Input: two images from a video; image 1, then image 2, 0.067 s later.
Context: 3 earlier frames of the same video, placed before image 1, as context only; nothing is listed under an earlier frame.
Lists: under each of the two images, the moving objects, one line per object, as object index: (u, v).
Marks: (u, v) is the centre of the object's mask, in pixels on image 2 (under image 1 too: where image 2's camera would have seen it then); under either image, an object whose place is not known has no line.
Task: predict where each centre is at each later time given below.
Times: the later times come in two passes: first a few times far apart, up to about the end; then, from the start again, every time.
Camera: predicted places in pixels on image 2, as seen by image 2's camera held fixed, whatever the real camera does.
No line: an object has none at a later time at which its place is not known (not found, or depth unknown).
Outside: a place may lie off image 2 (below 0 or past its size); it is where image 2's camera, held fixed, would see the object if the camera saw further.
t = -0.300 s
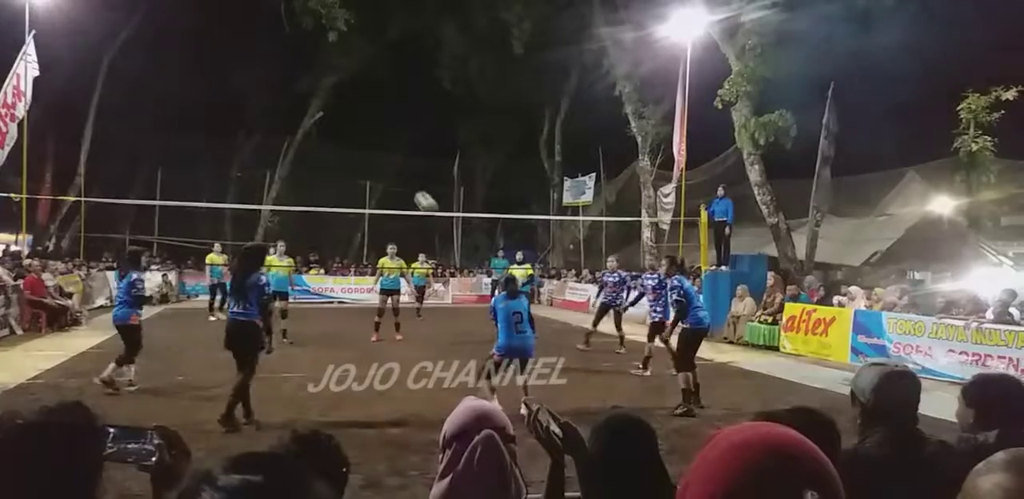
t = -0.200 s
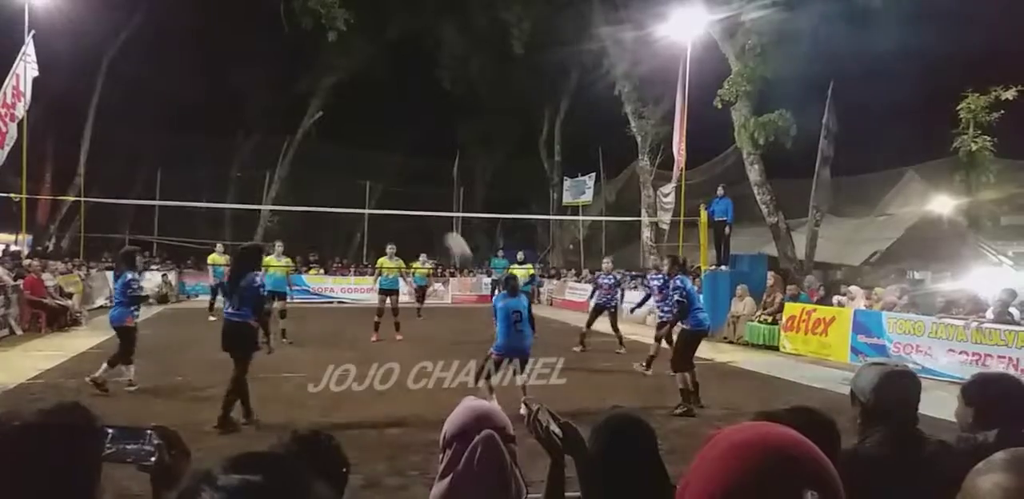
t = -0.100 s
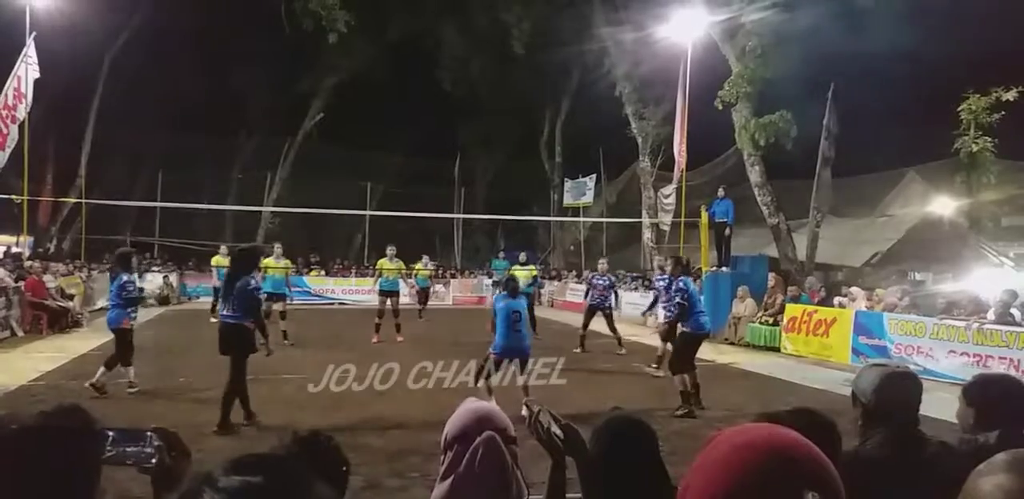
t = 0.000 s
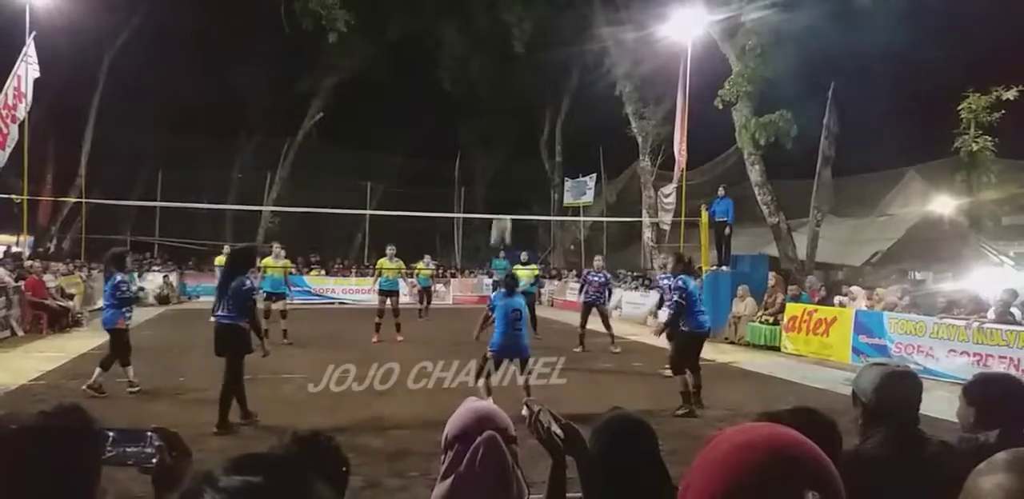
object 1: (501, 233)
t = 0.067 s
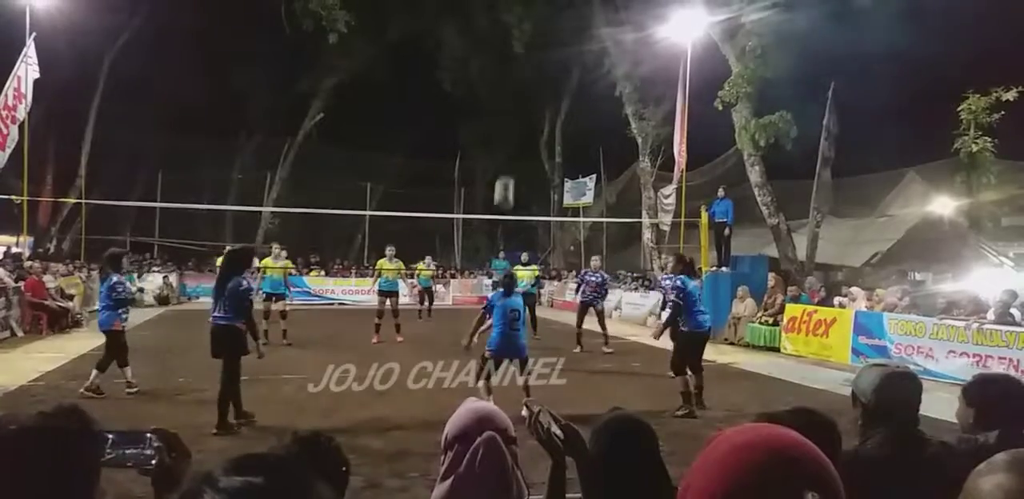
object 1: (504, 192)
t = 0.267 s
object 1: (515, 99)
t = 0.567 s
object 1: (531, 35)
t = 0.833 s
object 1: (543, 44)
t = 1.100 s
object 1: (554, 105)
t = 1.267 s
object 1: (559, 166)
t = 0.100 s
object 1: (506, 173)
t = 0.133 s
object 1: (508, 156)
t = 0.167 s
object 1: (509, 140)
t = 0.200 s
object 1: (512, 126)
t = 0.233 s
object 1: (513, 112)
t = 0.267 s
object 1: (515, 99)
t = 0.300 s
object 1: (517, 88)
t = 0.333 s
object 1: (519, 77)
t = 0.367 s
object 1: (521, 69)
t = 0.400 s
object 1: (522, 60)
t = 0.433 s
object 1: (524, 53)
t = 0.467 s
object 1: (526, 47)
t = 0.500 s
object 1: (527, 42)
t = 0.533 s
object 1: (529, 38)
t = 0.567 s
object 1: (531, 35)
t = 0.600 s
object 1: (533, 33)
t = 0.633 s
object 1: (534, 32)
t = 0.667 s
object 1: (536, 32)
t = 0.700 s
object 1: (537, 32)
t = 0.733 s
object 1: (539, 34)
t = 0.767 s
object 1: (540, 37)
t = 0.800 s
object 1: (542, 39)
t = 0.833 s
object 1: (543, 44)
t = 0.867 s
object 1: (545, 49)
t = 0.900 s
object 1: (546, 55)
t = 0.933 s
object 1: (547, 61)
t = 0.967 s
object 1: (549, 68)
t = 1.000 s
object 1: (550, 77)
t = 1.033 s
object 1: (551, 86)
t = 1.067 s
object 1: (553, 96)
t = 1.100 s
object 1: (554, 105)
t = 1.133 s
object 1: (555, 117)
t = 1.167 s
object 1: (556, 128)
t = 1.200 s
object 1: (557, 141)
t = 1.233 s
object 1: (558, 153)
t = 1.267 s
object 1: (559, 166)
